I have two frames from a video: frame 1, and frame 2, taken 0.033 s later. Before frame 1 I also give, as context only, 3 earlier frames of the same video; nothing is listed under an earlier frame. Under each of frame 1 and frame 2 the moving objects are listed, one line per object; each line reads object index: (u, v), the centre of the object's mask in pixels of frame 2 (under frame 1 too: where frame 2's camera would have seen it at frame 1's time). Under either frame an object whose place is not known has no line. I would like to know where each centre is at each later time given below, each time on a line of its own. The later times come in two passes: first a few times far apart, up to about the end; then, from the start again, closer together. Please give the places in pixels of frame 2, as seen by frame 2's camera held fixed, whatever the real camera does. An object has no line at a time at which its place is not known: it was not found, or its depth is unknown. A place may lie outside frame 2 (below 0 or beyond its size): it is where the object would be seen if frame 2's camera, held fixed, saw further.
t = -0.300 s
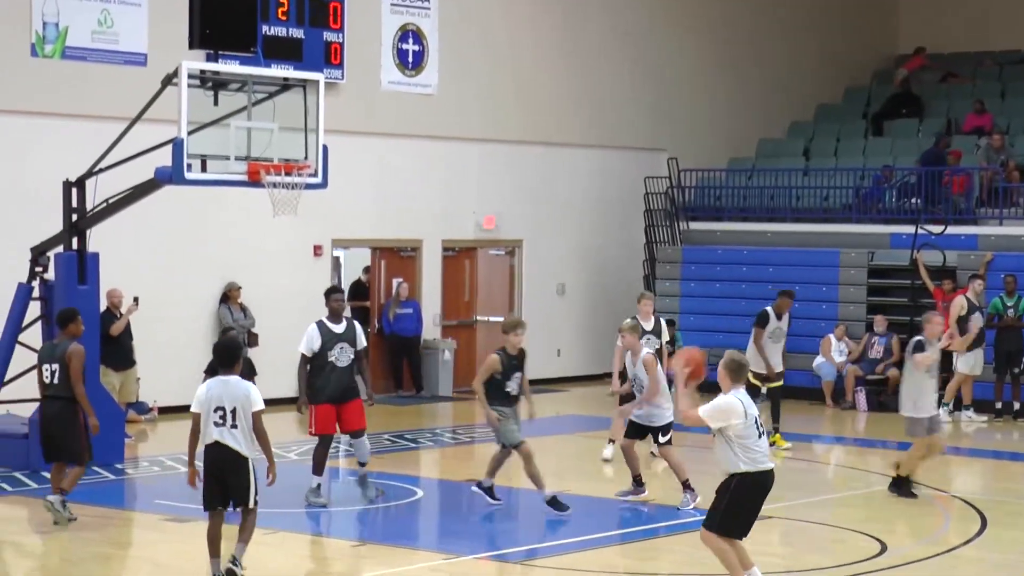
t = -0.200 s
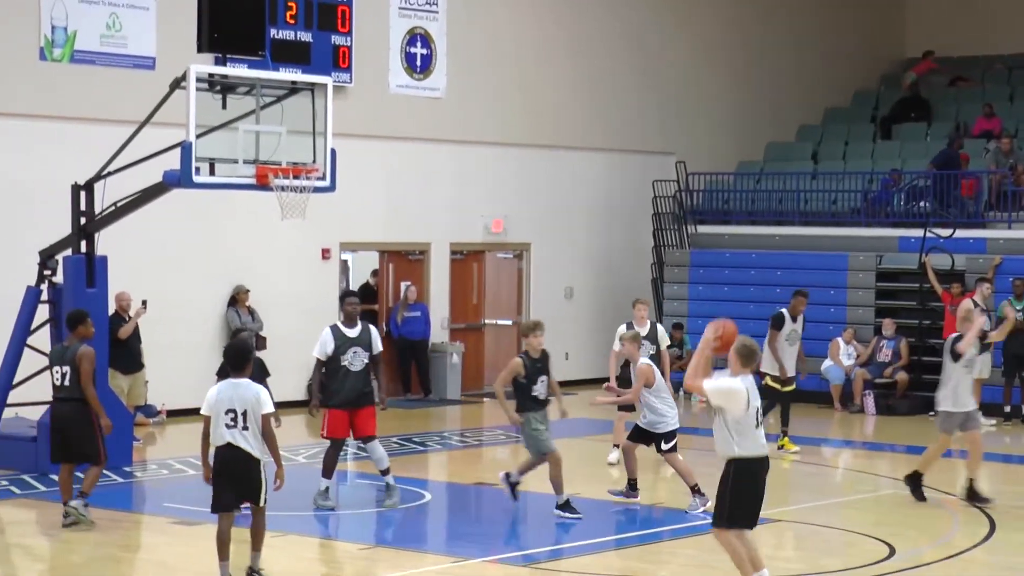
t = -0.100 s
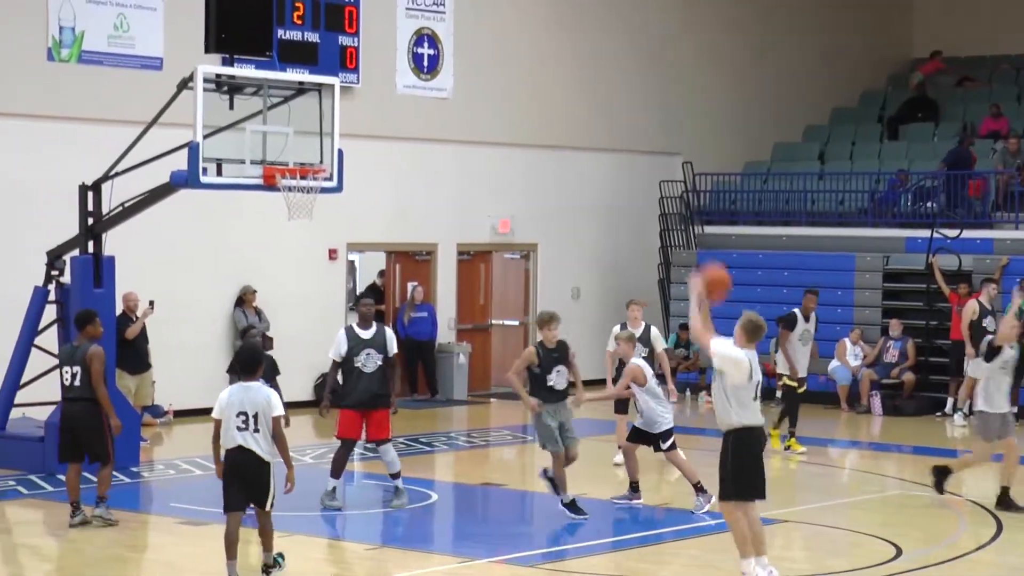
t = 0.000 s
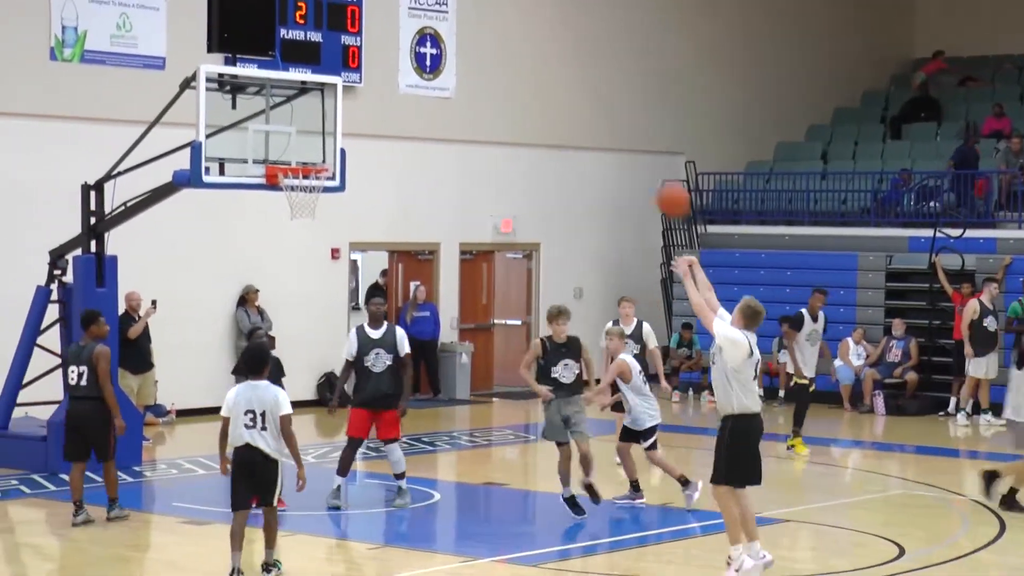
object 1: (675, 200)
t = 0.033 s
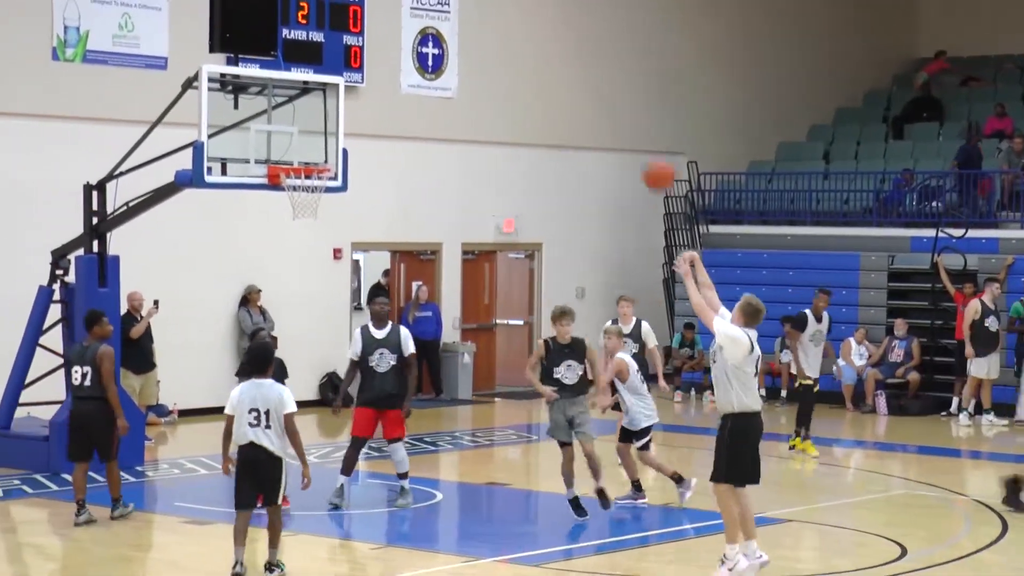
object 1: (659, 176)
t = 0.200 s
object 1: (585, 82)
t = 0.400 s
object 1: (503, 25)
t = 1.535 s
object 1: (308, 242)
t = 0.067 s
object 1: (644, 153)
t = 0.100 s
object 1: (628, 133)
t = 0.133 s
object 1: (614, 114)
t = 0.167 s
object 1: (599, 97)
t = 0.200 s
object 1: (585, 82)
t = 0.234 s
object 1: (571, 69)
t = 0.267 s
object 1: (556, 57)
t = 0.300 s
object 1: (542, 47)
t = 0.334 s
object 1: (529, 38)
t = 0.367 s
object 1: (516, 31)
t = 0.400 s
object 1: (503, 25)
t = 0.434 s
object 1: (492, 21)
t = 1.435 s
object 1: (297, 218)
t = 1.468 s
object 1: (301, 225)
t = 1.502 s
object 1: (304, 234)
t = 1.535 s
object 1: (308, 242)
